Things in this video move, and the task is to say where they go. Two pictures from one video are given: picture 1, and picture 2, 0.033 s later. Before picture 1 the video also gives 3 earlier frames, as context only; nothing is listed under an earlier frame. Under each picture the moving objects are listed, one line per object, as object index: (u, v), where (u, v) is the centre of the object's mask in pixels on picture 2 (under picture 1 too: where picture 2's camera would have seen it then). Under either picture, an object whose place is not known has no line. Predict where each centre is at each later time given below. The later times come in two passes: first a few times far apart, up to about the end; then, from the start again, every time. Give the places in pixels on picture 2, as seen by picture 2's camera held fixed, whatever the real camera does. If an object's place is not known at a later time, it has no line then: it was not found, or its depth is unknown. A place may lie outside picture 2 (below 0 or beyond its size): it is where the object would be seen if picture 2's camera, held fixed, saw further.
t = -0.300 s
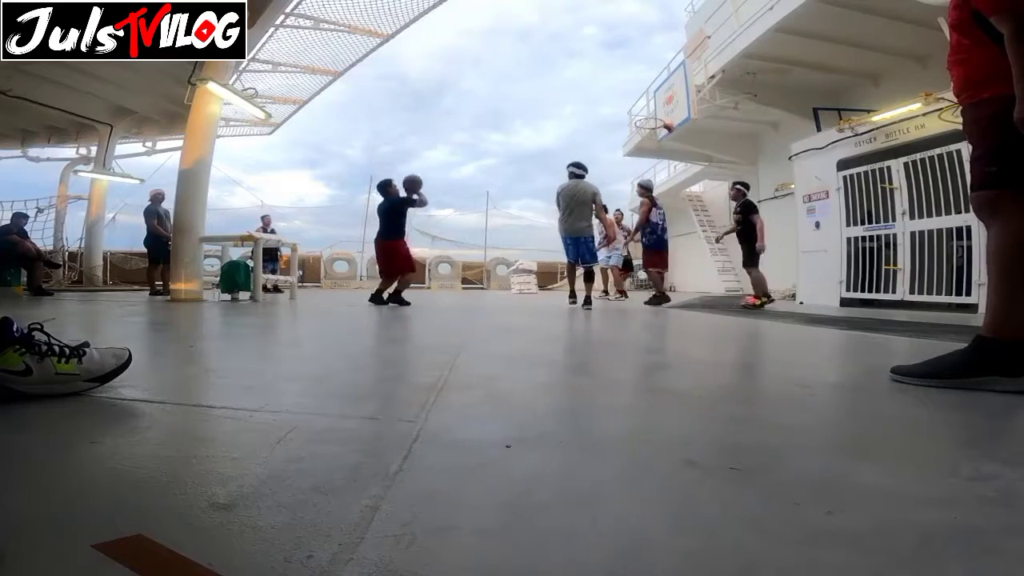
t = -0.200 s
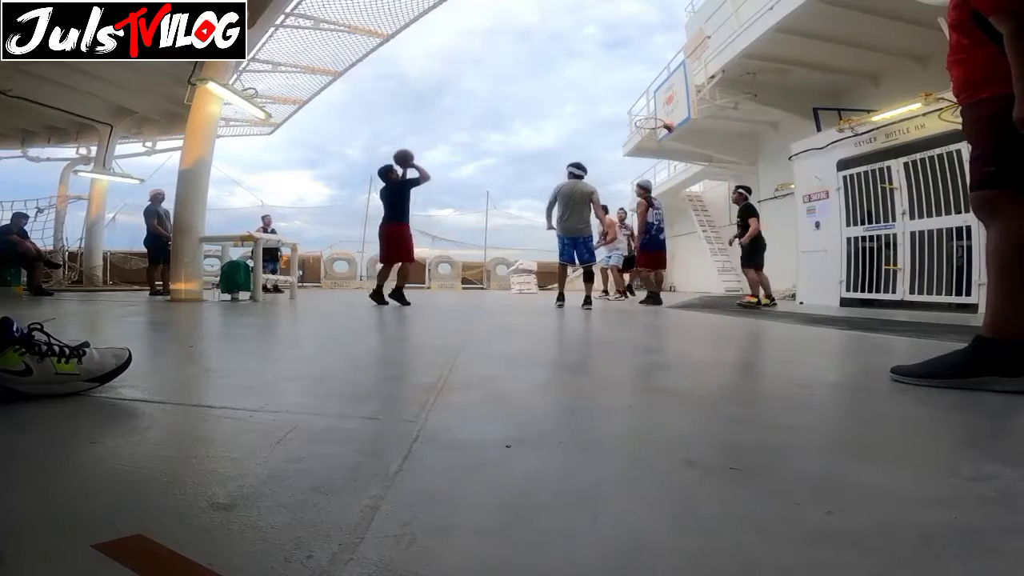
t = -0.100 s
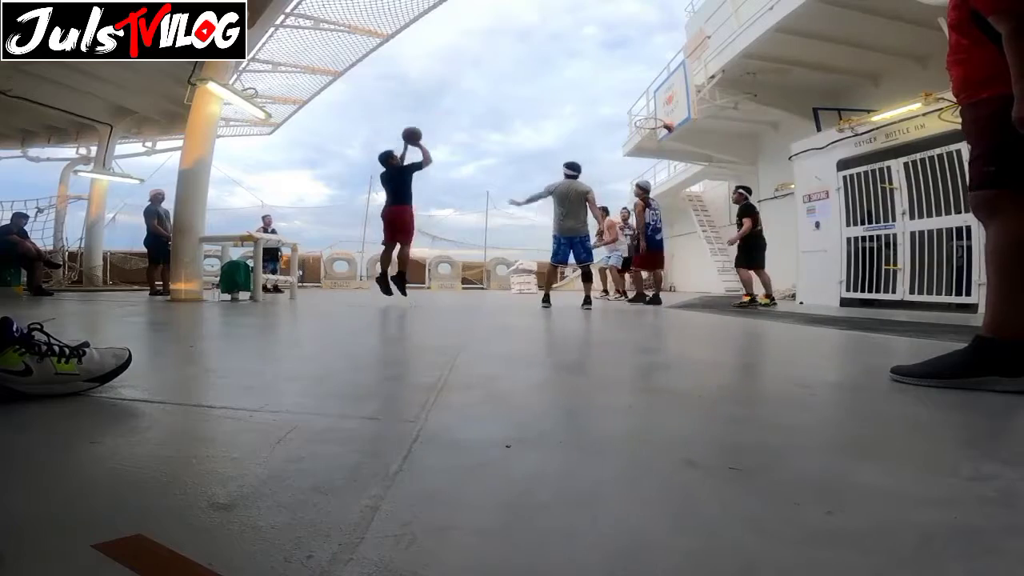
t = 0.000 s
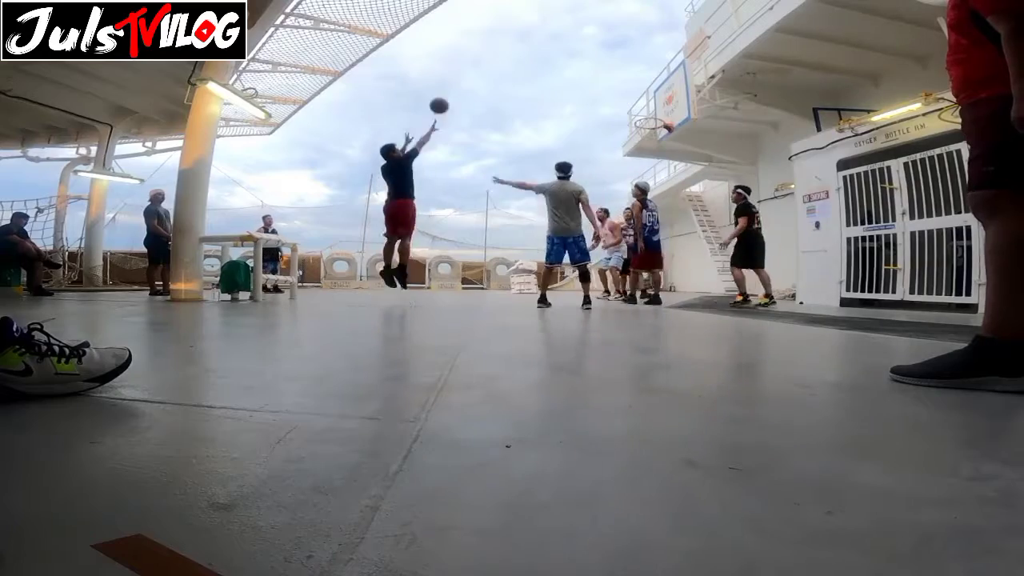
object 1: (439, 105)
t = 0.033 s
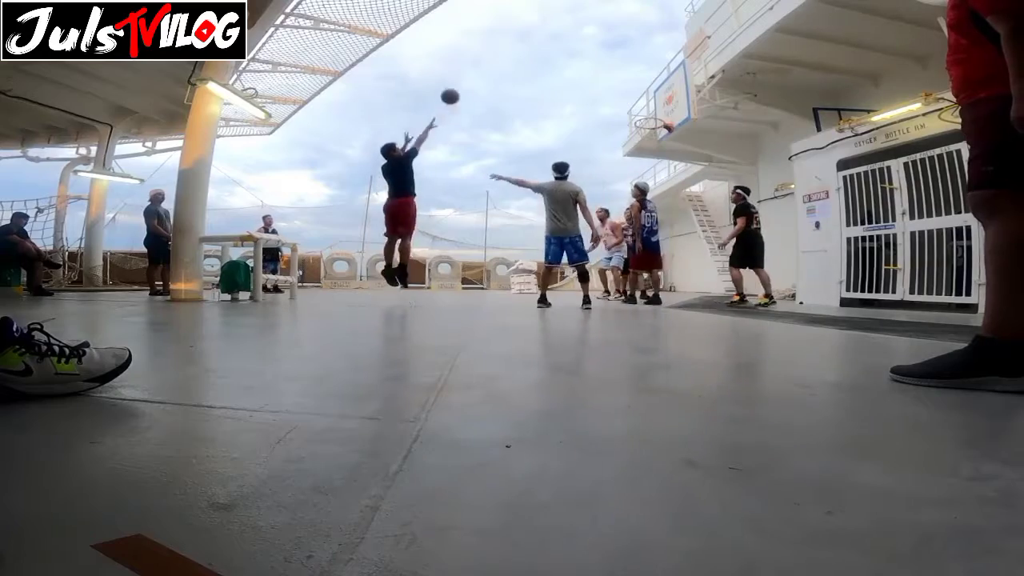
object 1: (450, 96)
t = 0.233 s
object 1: (507, 62)
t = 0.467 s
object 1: (561, 54)
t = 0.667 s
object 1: (601, 68)
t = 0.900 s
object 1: (643, 106)
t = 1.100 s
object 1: (650, 137)
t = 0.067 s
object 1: (460, 88)
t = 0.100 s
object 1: (470, 81)
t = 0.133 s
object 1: (480, 75)
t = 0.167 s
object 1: (489, 70)
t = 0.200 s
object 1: (498, 65)
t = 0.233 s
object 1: (507, 62)
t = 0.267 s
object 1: (515, 59)
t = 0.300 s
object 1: (523, 57)
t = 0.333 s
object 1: (531, 55)
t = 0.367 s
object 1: (539, 54)
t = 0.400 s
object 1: (546, 53)
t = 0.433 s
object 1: (554, 53)
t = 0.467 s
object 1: (561, 54)
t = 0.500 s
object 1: (568, 55)
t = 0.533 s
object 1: (574, 57)
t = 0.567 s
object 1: (581, 59)
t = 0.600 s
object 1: (587, 62)
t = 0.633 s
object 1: (594, 65)
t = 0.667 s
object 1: (601, 68)
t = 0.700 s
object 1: (606, 72)
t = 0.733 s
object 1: (613, 77)
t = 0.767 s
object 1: (619, 82)
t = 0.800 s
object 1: (625, 87)
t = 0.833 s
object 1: (631, 93)
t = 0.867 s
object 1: (637, 99)
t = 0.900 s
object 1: (643, 106)
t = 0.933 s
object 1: (649, 113)
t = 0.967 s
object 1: (654, 121)
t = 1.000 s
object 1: (657, 128)
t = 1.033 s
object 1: (652, 132)
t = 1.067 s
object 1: (651, 135)
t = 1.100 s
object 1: (650, 137)
